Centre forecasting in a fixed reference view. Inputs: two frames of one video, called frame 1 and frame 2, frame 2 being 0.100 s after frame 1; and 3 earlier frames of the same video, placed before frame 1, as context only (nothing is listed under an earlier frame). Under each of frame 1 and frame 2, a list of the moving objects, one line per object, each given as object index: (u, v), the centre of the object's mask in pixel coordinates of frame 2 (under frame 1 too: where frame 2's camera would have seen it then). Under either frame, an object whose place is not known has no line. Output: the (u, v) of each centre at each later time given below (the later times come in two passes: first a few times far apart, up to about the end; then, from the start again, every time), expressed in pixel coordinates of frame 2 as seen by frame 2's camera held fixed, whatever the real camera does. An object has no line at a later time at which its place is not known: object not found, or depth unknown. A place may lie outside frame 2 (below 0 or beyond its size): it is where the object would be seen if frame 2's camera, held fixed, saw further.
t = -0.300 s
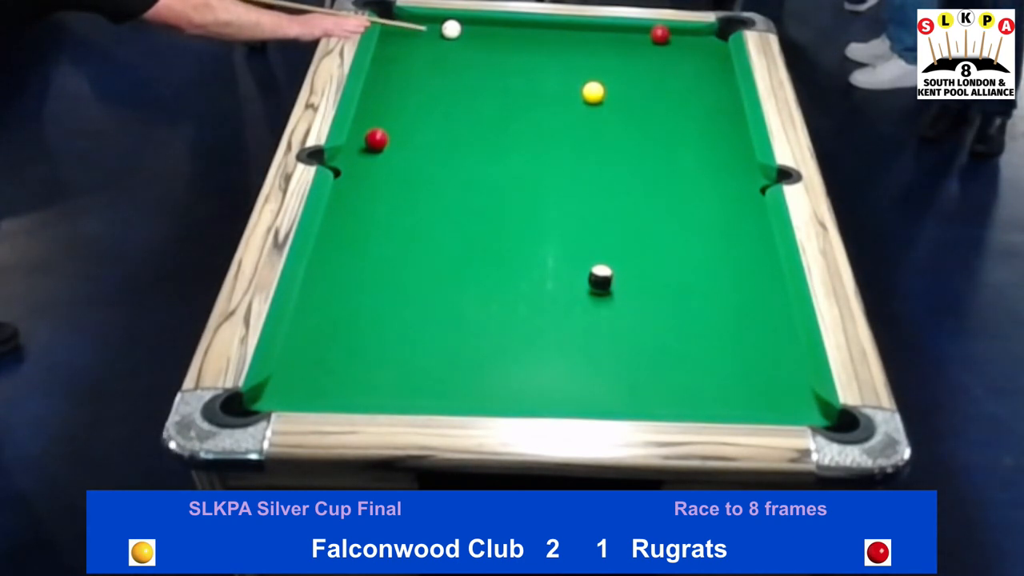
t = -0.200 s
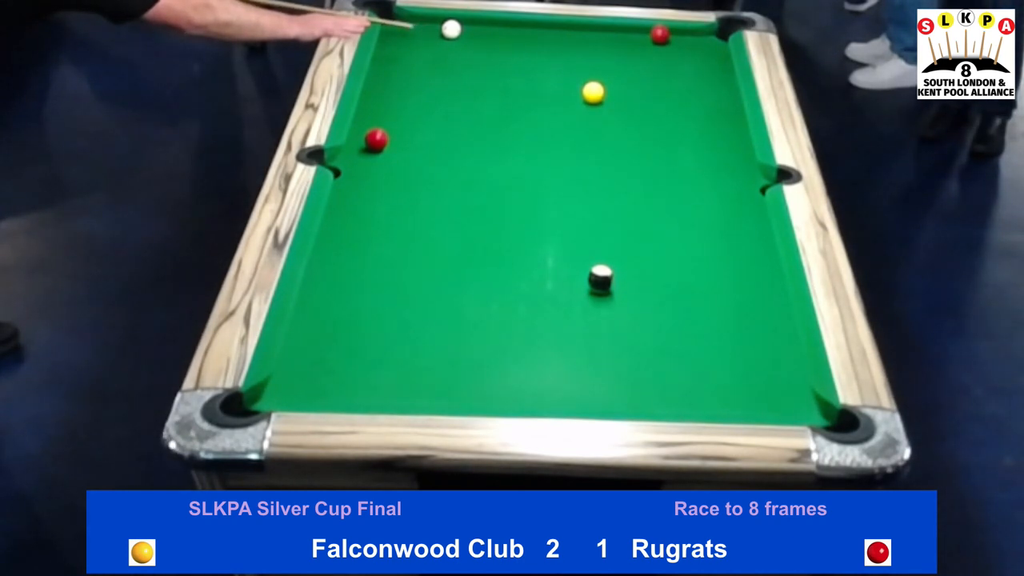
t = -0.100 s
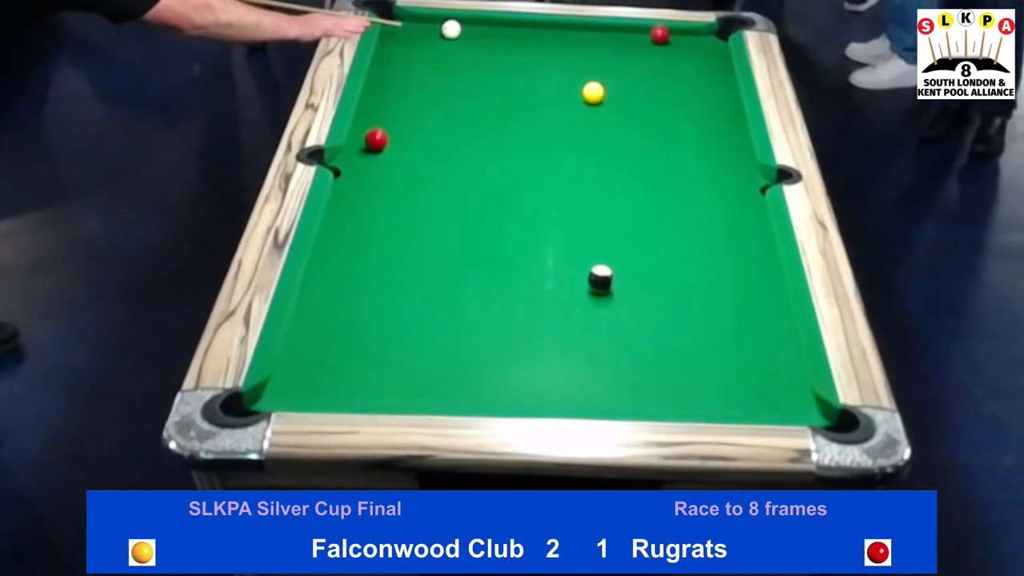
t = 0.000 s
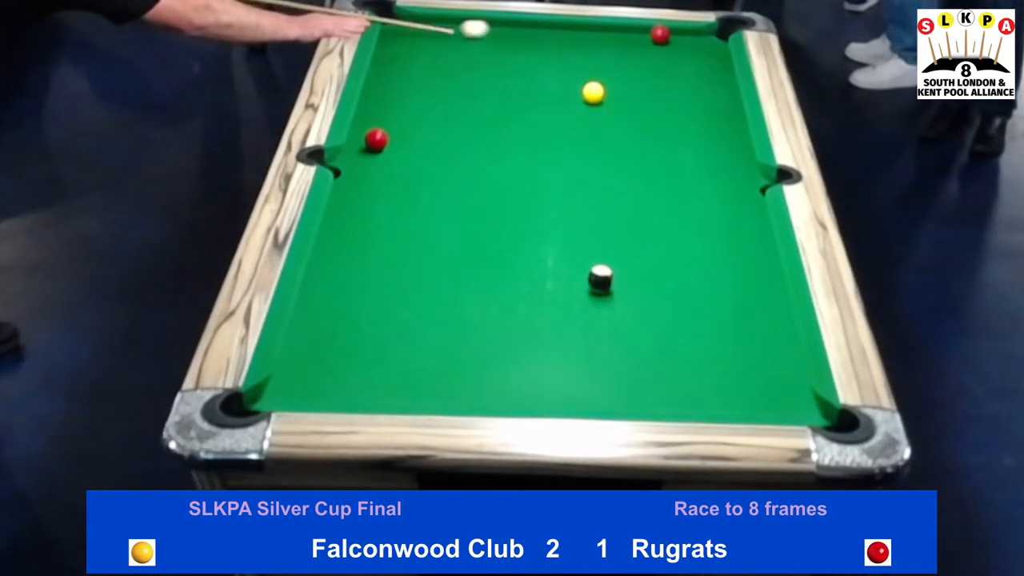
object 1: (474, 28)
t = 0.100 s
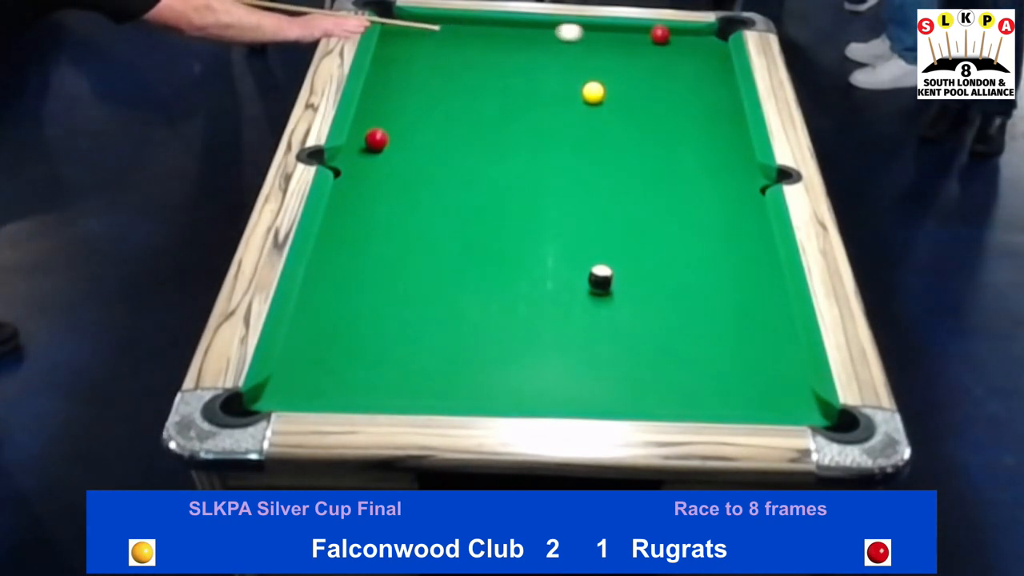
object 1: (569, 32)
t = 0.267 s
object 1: (636, 36)
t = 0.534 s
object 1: (619, 40)
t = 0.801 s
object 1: (604, 44)
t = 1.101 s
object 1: (589, 49)
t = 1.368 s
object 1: (577, 52)
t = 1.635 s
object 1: (567, 55)
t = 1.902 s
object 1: (560, 57)
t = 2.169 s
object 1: (554, 59)
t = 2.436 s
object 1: (550, 61)
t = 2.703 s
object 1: (548, 63)
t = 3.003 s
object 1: (547, 63)
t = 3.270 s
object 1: (547, 63)
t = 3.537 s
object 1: (547, 63)
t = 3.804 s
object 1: (547, 63)
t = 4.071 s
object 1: (547, 63)
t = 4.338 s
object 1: (547, 63)
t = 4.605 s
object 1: (547, 63)
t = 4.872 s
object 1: (547, 63)
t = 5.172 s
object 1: (547, 63)
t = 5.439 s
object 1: (547, 63)
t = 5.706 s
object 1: (547, 63)
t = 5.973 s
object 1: (547, 63)
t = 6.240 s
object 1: (547, 63)
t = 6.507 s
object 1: (547, 63)
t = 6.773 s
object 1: (547, 63)
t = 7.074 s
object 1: (547, 63)
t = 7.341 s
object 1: (547, 63)
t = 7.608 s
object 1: (547, 63)
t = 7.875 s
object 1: (547, 63)
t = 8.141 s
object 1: (547, 63)
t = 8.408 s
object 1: (547, 63)
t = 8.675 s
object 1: (547, 63)
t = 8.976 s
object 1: (547, 63)
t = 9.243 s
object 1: (547, 63)
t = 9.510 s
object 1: (547, 63)
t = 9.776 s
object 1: (547, 63)
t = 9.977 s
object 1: (547, 63)
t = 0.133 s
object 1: (598, 33)
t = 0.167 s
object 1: (626, 34)
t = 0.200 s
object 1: (640, 35)
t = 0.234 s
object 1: (638, 35)
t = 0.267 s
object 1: (636, 36)
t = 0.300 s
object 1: (634, 36)
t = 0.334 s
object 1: (632, 37)
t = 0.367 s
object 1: (630, 38)
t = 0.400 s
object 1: (628, 38)
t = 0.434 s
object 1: (625, 39)
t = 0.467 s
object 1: (624, 39)
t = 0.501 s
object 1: (621, 40)
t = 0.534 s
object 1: (619, 40)
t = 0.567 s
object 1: (617, 41)
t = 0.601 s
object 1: (615, 41)
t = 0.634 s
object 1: (613, 42)
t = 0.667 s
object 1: (611, 42)
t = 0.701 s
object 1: (610, 43)
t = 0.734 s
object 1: (608, 43)
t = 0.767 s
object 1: (606, 44)
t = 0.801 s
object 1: (604, 44)
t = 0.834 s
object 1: (602, 45)
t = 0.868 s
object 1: (600, 45)
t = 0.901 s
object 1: (599, 46)
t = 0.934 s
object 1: (597, 46)
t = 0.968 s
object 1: (595, 47)
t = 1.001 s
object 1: (594, 47)
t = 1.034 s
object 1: (592, 48)
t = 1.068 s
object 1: (591, 48)
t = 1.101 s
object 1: (589, 49)
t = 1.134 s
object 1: (587, 49)
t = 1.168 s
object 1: (586, 49)
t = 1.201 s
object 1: (584, 50)
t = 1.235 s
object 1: (583, 50)
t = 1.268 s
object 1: (582, 51)
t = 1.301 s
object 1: (580, 51)
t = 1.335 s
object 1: (579, 51)
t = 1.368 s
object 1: (577, 52)
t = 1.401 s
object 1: (576, 52)
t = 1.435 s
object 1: (575, 52)
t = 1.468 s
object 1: (573, 53)
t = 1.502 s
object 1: (572, 53)
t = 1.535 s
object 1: (571, 54)
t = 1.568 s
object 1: (570, 54)
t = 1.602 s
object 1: (568, 54)
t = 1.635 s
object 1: (567, 55)
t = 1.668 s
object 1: (566, 55)
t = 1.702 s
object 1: (565, 55)
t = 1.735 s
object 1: (564, 55)
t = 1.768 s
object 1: (563, 56)
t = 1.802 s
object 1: (562, 56)
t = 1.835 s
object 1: (561, 56)
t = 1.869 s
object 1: (560, 57)
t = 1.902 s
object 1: (560, 57)
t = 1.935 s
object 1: (559, 57)
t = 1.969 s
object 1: (558, 58)
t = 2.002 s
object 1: (557, 58)
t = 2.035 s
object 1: (556, 58)
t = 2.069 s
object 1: (556, 59)
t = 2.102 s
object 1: (555, 59)
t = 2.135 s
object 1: (554, 59)
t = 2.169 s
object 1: (554, 59)
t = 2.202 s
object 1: (553, 60)
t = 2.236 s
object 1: (552, 60)
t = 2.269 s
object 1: (552, 60)
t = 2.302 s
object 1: (552, 60)
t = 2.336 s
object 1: (551, 61)
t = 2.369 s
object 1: (551, 61)
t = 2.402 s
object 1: (550, 61)
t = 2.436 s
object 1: (550, 61)
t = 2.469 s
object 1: (549, 62)
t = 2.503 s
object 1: (549, 62)
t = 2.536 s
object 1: (549, 62)
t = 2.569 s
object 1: (549, 62)
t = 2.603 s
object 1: (548, 62)
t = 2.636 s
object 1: (548, 62)
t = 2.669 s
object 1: (548, 62)
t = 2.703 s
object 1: (548, 63)
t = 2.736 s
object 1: (548, 63)
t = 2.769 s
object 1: (548, 63)
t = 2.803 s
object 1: (547, 63)
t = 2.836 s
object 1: (547, 63)
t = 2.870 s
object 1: (547, 63)
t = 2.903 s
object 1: (547, 63)
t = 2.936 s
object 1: (547, 63)
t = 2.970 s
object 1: (547, 63)
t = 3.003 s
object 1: (547, 63)
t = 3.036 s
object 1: (547, 63)
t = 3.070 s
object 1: (547, 63)
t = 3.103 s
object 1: (547, 63)
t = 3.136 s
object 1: (547, 63)
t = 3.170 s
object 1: (547, 63)
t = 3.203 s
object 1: (547, 63)
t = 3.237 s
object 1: (547, 63)
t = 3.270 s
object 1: (547, 63)
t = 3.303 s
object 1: (547, 63)
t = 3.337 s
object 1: (547, 63)
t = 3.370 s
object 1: (547, 63)
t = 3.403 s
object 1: (547, 63)
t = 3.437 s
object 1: (547, 63)
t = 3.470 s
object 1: (547, 63)
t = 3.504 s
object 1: (547, 63)
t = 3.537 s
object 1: (547, 63)
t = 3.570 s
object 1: (547, 63)
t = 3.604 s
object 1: (547, 63)
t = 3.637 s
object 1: (547, 63)
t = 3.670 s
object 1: (547, 63)
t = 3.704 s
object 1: (547, 63)
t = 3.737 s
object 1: (547, 63)
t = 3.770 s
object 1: (547, 63)
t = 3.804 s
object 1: (547, 63)
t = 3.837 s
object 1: (547, 63)
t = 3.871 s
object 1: (547, 63)
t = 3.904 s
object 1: (547, 63)
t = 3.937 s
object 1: (547, 63)
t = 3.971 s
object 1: (547, 63)
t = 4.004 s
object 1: (547, 63)
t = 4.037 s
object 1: (547, 63)
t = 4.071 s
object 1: (547, 63)
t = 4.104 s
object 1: (547, 63)
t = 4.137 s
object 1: (547, 63)
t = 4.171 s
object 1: (547, 63)
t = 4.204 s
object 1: (547, 63)
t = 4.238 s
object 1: (547, 63)
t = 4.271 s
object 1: (547, 63)
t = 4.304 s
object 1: (547, 63)
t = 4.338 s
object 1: (547, 63)
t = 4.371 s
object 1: (547, 63)
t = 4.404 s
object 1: (547, 63)
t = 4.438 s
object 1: (547, 63)
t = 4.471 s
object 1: (547, 63)
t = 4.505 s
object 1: (547, 63)
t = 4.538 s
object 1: (547, 63)
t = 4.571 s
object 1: (547, 63)
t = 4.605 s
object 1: (547, 63)
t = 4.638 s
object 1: (547, 63)
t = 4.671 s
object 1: (547, 63)
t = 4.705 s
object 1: (547, 63)
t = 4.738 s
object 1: (547, 63)
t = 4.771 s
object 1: (547, 63)
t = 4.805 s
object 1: (547, 63)
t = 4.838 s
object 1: (547, 63)
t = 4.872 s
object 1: (547, 63)
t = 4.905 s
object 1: (547, 63)
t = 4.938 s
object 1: (547, 63)
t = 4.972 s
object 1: (547, 63)
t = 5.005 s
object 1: (547, 63)
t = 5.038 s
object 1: (547, 63)
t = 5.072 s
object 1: (547, 63)
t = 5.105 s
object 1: (547, 63)
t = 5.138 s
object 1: (547, 63)
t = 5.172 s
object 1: (547, 63)
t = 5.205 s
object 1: (547, 63)
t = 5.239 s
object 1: (547, 63)
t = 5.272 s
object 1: (547, 63)
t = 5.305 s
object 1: (547, 63)
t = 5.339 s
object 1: (547, 63)
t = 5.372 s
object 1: (547, 63)
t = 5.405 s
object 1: (547, 63)
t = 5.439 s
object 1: (547, 63)
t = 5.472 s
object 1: (547, 63)
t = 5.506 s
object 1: (547, 63)
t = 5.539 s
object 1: (547, 63)
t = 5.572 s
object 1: (547, 63)
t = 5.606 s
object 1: (547, 63)
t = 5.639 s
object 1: (547, 63)
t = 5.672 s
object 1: (547, 63)
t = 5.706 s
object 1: (547, 63)
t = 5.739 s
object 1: (547, 63)
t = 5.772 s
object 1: (547, 63)
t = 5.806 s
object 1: (547, 63)
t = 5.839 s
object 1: (547, 63)
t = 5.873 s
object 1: (547, 63)
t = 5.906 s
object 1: (547, 63)
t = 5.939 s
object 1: (547, 63)
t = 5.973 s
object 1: (547, 63)
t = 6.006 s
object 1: (547, 63)
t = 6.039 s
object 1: (547, 63)
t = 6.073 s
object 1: (547, 63)
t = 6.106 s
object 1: (547, 63)
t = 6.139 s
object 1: (547, 63)
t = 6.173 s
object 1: (547, 63)
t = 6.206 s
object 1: (547, 63)
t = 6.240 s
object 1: (547, 63)
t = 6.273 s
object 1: (547, 63)
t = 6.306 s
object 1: (547, 63)
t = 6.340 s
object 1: (547, 63)
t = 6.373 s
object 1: (547, 63)
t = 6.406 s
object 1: (547, 63)
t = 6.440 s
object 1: (547, 63)
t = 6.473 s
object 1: (547, 63)
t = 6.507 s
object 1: (547, 63)
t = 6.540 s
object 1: (547, 63)
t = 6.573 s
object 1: (547, 63)
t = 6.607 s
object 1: (547, 63)
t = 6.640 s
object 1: (547, 63)
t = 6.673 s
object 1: (547, 63)
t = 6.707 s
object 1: (547, 63)
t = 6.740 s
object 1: (547, 63)
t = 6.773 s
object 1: (547, 63)
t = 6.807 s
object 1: (547, 63)
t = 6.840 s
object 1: (547, 63)
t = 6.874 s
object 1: (547, 63)
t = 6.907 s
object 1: (547, 63)
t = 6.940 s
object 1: (547, 63)
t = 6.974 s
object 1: (547, 63)
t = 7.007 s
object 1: (547, 63)
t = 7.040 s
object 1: (547, 63)
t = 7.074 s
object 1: (547, 63)
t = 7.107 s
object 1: (547, 63)
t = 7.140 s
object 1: (547, 63)
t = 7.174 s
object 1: (547, 63)
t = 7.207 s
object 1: (547, 63)
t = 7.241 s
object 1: (547, 63)
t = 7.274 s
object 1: (547, 63)
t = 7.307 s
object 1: (547, 63)
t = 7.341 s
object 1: (547, 63)
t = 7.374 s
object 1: (547, 63)
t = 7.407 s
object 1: (547, 63)
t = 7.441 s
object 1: (547, 63)
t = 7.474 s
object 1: (547, 63)
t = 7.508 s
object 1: (547, 63)
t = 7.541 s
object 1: (547, 63)
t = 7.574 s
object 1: (547, 63)
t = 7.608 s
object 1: (547, 63)
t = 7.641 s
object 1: (547, 63)
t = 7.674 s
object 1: (547, 63)
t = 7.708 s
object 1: (547, 63)
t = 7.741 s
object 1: (547, 63)
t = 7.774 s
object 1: (547, 63)
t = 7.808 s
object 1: (547, 63)
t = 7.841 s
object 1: (547, 63)
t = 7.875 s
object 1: (547, 63)
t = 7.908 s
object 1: (547, 63)
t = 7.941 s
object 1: (547, 63)
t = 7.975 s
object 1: (547, 63)
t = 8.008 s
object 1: (547, 63)
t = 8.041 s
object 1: (547, 63)
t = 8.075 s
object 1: (547, 63)
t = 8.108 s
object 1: (547, 63)
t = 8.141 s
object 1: (547, 63)
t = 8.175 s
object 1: (547, 63)
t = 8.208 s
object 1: (547, 63)
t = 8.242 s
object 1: (547, 63)
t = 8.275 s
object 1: (547, 63)
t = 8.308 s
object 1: (547, 63)
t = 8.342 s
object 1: (547, 63)
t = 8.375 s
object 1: (547, 63)
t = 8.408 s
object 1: (547, 63)
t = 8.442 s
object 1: (547, 63)
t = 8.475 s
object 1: (547, 63)
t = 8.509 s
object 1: (547, 63)
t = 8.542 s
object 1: (547, 63)
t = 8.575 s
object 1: (547, 63)
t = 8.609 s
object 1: (547, 63)
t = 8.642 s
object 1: (547, 63)
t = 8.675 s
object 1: (547, 63)
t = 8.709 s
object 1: (547, 63)
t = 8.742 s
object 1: (547, 63)
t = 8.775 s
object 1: (547, 63)
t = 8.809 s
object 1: (547, 63)
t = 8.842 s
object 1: (547, 63)
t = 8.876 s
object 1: (547, 63)
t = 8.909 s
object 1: (547, 63)
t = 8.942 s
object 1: (547, 63)
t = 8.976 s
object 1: (547, 63)
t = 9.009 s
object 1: (547, 63)
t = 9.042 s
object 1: (547, 63)
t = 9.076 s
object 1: (547, 63)
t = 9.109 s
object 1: (547, 63)
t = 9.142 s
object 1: (547, 63)
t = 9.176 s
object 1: (547, 63)
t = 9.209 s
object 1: (547, 63)
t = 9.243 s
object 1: (547, 63)
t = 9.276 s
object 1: (547, 63)
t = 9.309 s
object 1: (547, 63)
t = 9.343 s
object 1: (547, 63)
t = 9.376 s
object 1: (547, 63)
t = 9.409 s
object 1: (547, 63)
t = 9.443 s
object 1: (547, 63)
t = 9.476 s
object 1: (547, 63)
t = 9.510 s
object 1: (547, 63)
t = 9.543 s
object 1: (547, 63)
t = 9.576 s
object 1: (547, 63)
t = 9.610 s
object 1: (547, 63)
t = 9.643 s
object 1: (547, 63)
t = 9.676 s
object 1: (547, 63)
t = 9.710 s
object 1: (547, 63)
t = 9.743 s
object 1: (547, 63)
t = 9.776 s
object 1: (547, 63)
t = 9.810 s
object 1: (547, 63)
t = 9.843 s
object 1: (547, 63)
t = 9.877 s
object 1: (547, 63)
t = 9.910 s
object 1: (547, 63)
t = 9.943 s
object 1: (547, 63)
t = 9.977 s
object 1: (547, 63)
